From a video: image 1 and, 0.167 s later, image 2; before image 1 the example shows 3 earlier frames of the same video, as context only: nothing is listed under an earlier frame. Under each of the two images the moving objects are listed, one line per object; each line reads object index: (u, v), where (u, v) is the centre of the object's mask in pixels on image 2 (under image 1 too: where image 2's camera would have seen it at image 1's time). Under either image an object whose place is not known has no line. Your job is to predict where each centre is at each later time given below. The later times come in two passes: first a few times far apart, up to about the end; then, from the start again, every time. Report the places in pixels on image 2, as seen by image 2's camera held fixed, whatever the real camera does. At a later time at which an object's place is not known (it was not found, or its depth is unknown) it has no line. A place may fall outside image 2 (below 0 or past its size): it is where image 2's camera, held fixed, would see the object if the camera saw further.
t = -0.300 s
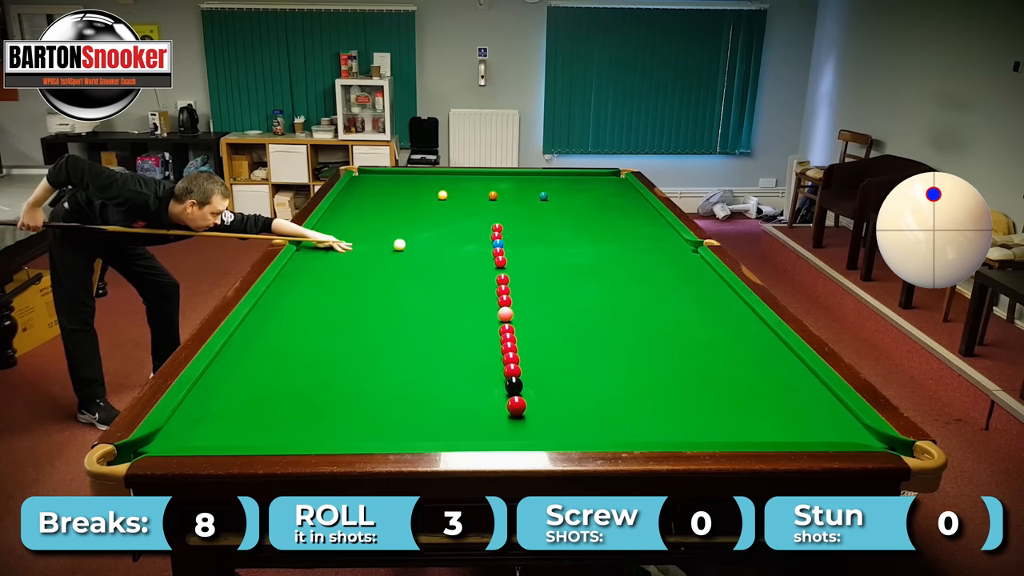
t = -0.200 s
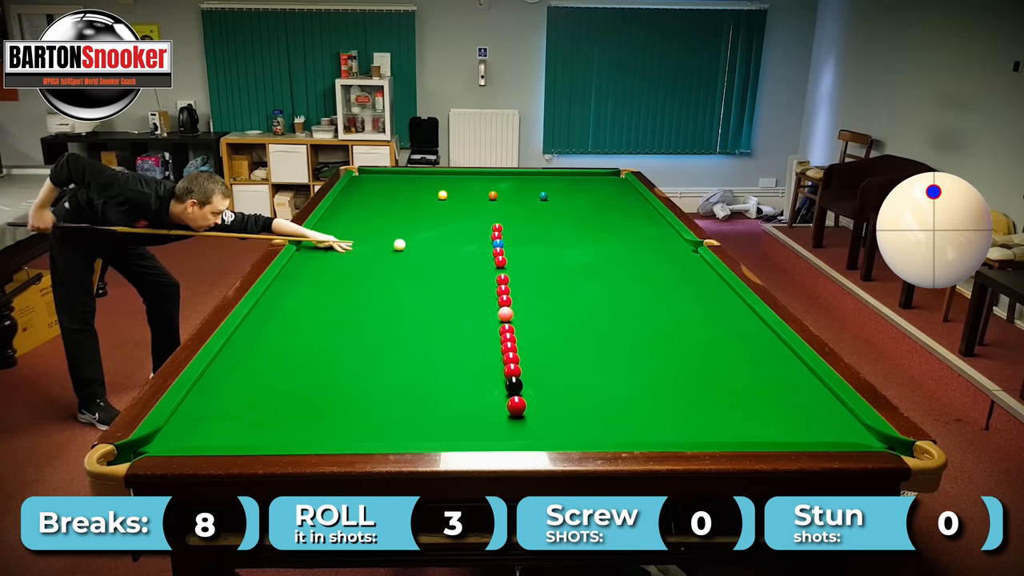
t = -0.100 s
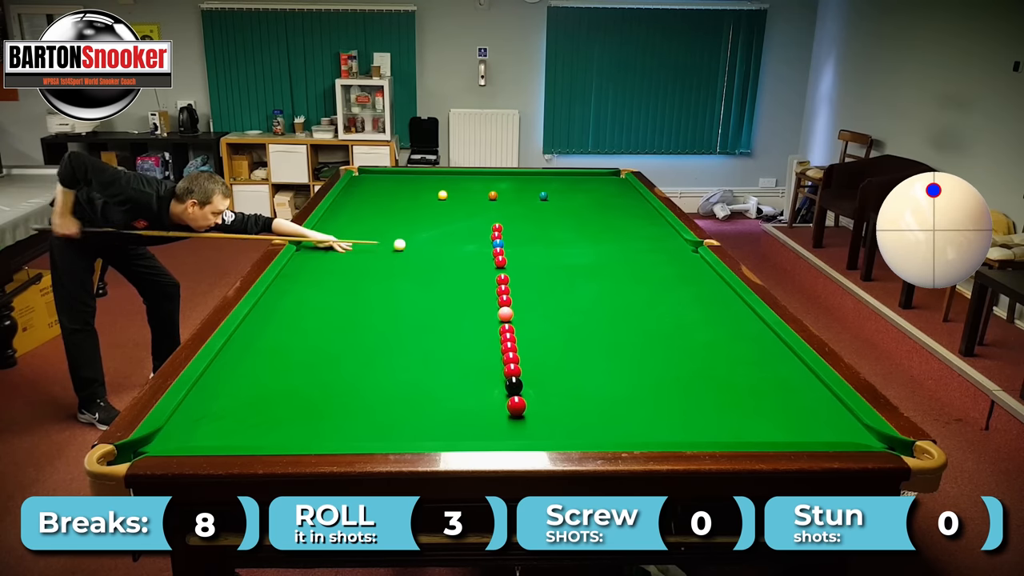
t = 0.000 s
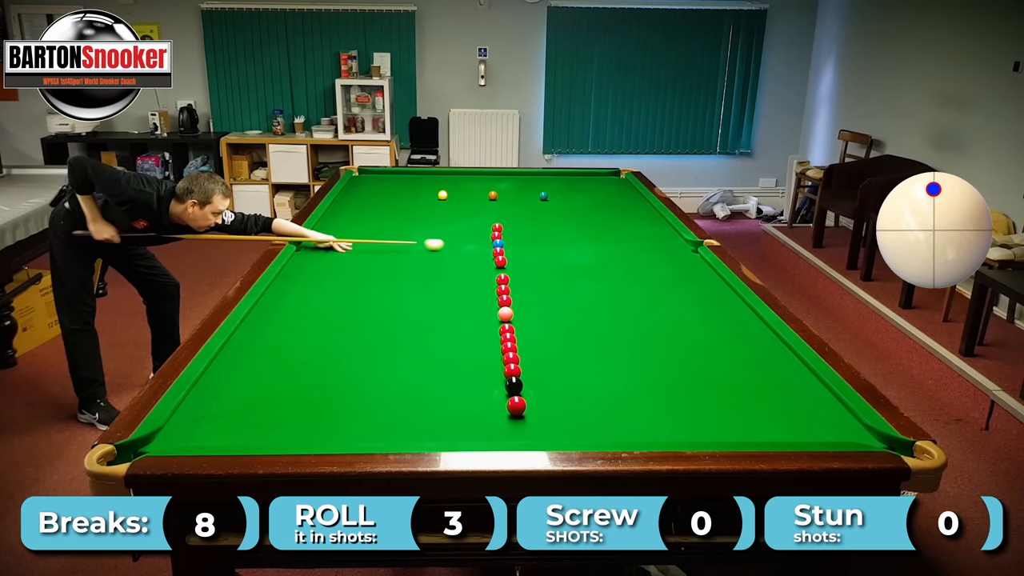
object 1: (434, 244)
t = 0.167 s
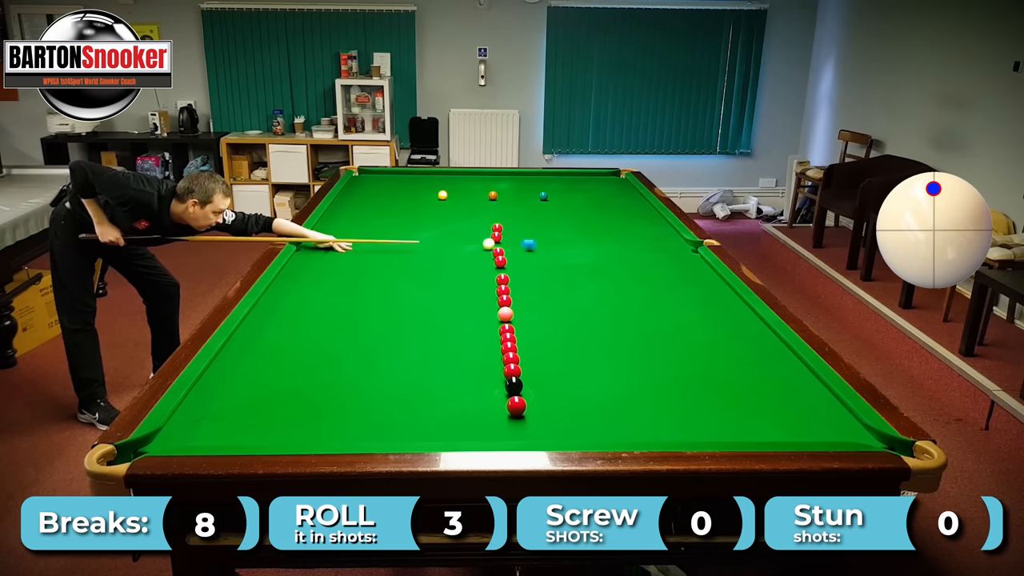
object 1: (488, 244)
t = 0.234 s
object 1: (493, 243)
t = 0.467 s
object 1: (523, 242)
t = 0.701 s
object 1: (554, 241)
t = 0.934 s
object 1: (583, 240)
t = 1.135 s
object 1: (607, 239)
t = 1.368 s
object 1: (634, 238)
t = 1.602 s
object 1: (658, 237)
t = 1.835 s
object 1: (671, 236)
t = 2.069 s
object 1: (657, 235)
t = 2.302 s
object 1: (645, 234)
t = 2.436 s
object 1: (639, 234)
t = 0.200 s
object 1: (490, 244)
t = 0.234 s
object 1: (493, 243)
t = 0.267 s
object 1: (496, 243)
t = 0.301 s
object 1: (500, 243)
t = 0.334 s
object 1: (504, 243)
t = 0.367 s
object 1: (509, 243)
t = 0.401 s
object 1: (514, 243)
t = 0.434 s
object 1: (518, 242)
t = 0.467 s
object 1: (523, 242)
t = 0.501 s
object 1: (527, 242)
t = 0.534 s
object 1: (532, 242)
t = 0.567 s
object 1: (536, 242)
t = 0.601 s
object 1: (541, 242)
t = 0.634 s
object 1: (545, 242)
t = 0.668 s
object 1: (550, 241)
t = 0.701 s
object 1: (554, 241)
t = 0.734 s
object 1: (558, 241)
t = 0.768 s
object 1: (563, 241)
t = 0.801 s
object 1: (567, 241)
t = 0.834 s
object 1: (571, 240)
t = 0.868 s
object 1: (575, 240)
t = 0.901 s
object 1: (579, 240)
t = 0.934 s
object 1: (583, 240)
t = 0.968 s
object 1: (587, 240)
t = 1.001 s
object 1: (591, 240)
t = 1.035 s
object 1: (595, 239)
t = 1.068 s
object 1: (599, 239)
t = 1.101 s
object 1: (603, 239)
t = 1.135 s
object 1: (607, 239)
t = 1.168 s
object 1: (611, 239)
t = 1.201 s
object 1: (615, 239)
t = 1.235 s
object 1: (619, 239)
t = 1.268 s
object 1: (622, 238)
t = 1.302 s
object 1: (626, 238)
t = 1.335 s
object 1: (630, 238)
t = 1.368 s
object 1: (634, 238)
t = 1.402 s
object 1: (637, 238)
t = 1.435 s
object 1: (641, 238)
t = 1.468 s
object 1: (644, 237)
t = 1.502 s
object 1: (648, 237)
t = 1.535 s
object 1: (651, 237)
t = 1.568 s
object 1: (655, 237)
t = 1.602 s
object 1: (658, 237)
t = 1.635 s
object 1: (665, 237)
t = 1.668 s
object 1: (668, 237)
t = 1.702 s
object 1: (672, 236)
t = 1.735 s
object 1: (675, 236)
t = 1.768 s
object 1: (676, 236)
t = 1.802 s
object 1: (673, 236)
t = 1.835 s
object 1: (671, 236)
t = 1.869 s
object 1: (669, 236)
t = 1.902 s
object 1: (667, 236)
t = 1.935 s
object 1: (665, 236)
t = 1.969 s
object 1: (663, 235)
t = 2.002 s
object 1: (661, 235)
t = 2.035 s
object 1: (659, 235)
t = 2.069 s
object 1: (657, 235)
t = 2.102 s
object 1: (656, 235)
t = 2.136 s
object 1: (654, 235)
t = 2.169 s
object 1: (652, 235)
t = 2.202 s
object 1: (650, 235)
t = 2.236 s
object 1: (649, 234)
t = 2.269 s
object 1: (647, 234)
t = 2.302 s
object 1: (645, 234)
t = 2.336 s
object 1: (644, 234)
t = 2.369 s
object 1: (642, 234)
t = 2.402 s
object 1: (641, 234)
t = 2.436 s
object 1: (639, 234)
